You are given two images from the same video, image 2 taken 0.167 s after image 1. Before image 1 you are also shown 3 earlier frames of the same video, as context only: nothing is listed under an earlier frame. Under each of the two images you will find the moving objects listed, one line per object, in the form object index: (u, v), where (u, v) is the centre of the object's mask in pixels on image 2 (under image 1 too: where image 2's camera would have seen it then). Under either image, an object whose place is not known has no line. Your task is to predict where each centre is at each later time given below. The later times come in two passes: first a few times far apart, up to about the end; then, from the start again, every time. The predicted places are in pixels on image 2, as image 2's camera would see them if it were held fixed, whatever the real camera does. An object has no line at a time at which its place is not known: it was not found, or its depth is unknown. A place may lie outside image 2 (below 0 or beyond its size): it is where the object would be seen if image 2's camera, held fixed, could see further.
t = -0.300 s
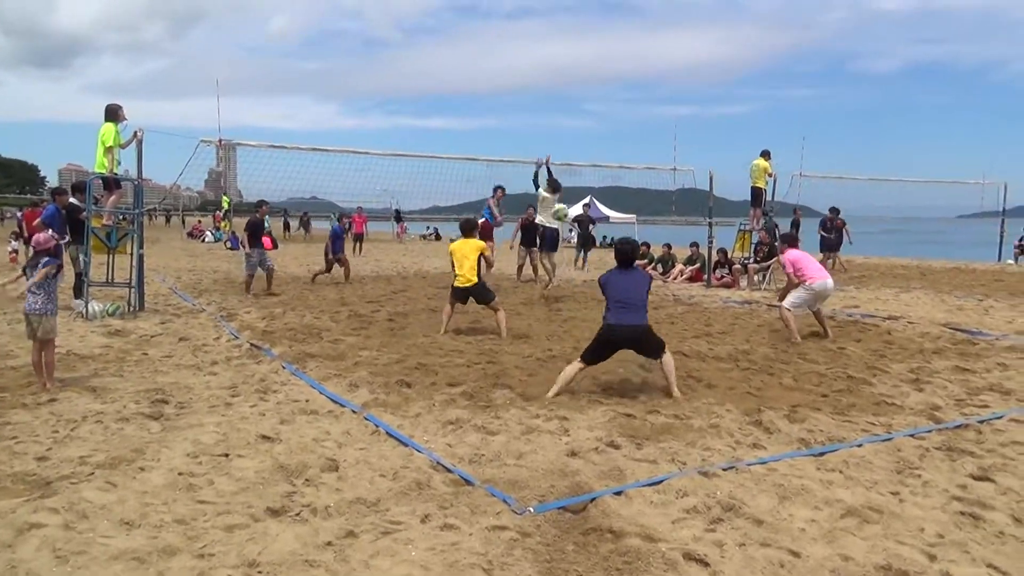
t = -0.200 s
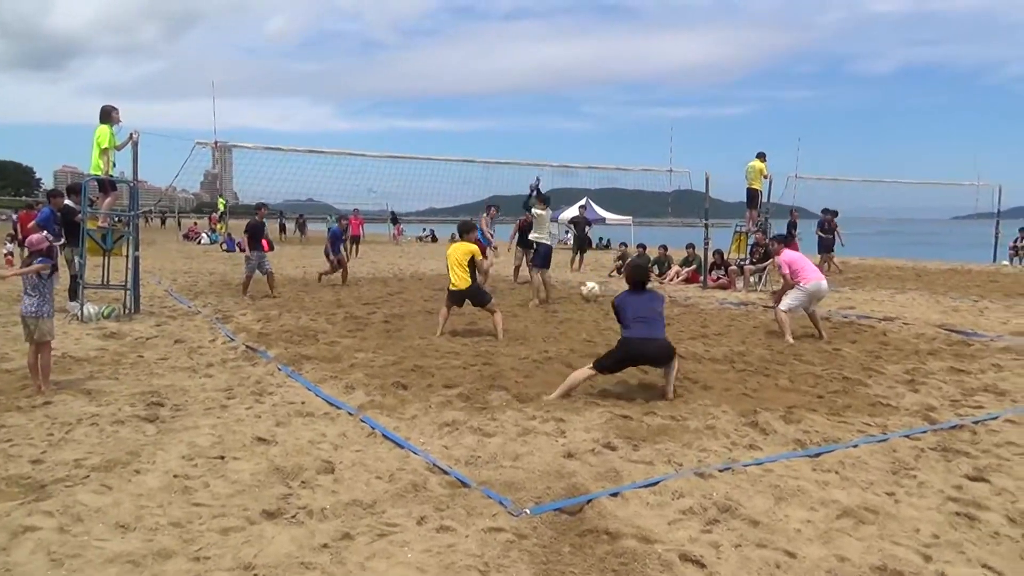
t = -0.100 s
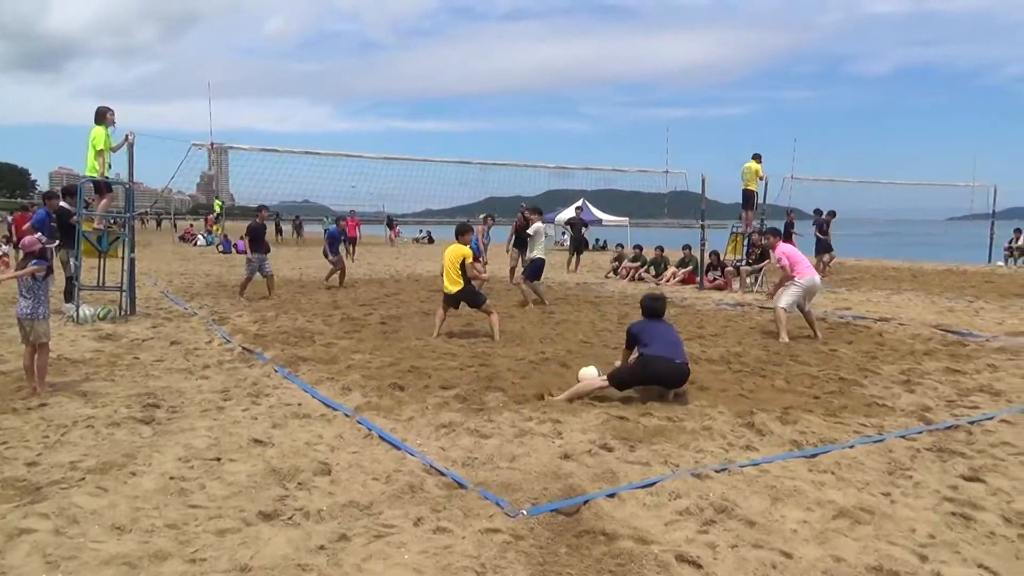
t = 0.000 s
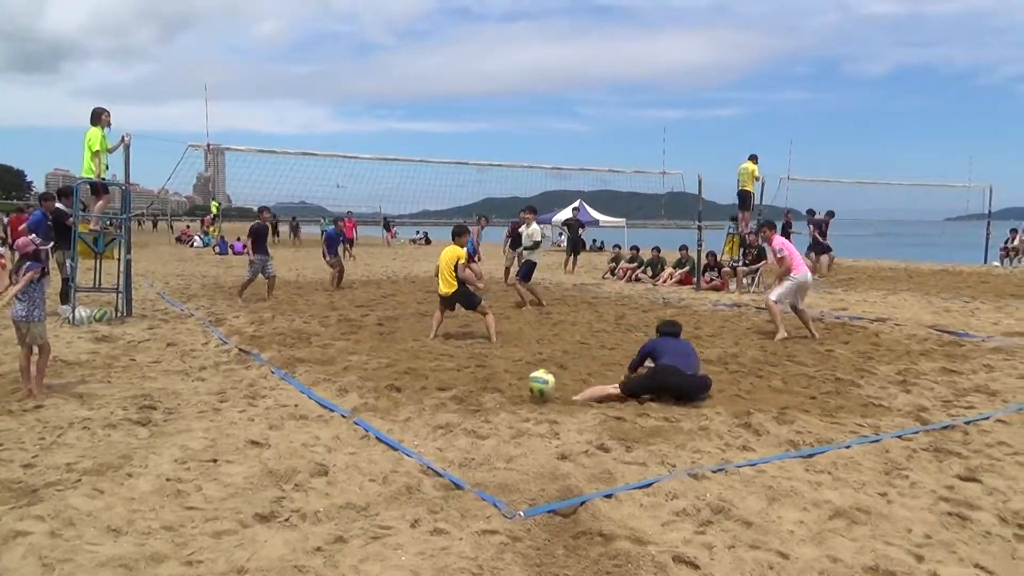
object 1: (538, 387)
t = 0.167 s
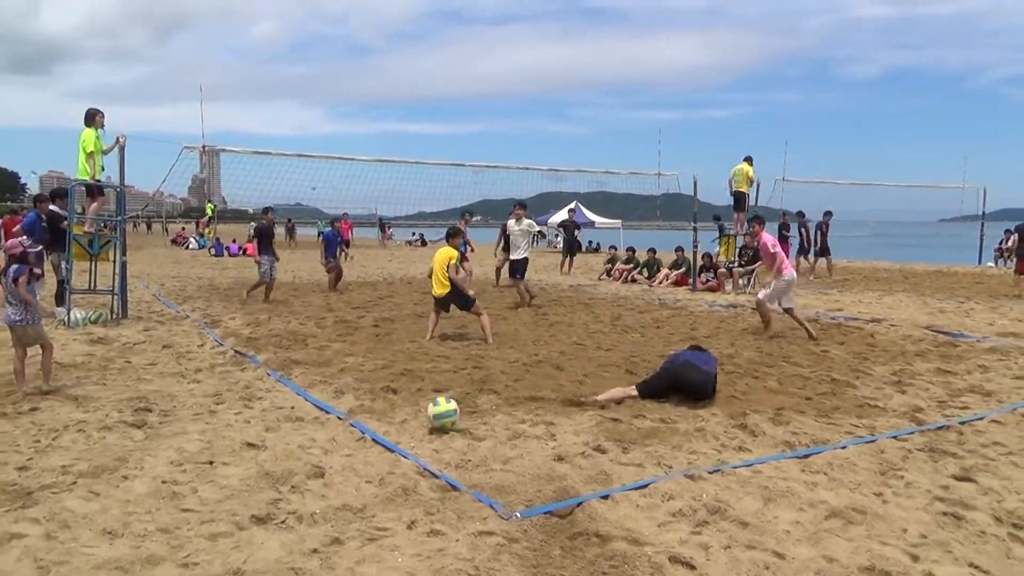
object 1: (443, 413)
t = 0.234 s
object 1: (396, 419)
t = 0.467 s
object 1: (201, 458)
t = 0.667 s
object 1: (22, 504)
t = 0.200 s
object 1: (420, 414)
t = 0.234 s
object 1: (396, 419)
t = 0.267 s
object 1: (369, 423)
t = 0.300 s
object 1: (343, 432)
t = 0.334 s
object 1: (315, 442)
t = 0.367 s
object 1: (284, 456)
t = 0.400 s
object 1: (257, 461)
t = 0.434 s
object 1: (230, 457)
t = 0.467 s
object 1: (201, 458)
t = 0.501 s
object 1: (174, 461)
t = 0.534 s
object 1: (144, 463)
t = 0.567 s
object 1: (112, 470)
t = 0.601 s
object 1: (81, 479)
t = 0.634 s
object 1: (48, 488)
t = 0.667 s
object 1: (22, 504)
